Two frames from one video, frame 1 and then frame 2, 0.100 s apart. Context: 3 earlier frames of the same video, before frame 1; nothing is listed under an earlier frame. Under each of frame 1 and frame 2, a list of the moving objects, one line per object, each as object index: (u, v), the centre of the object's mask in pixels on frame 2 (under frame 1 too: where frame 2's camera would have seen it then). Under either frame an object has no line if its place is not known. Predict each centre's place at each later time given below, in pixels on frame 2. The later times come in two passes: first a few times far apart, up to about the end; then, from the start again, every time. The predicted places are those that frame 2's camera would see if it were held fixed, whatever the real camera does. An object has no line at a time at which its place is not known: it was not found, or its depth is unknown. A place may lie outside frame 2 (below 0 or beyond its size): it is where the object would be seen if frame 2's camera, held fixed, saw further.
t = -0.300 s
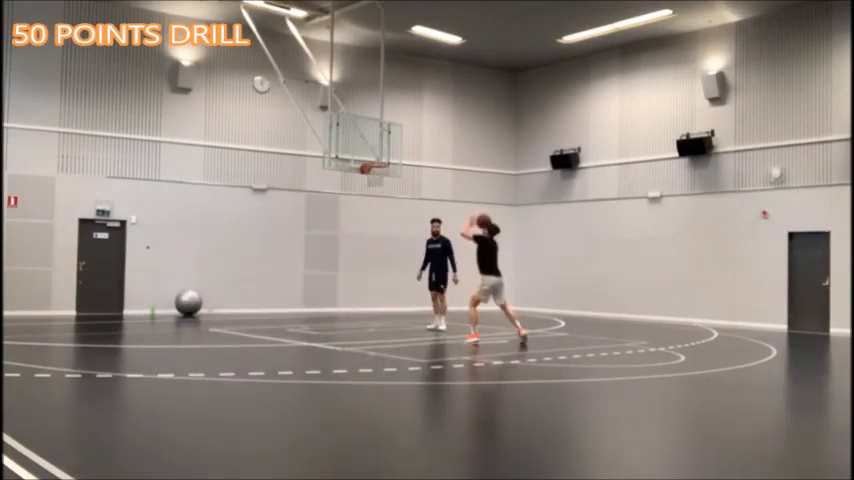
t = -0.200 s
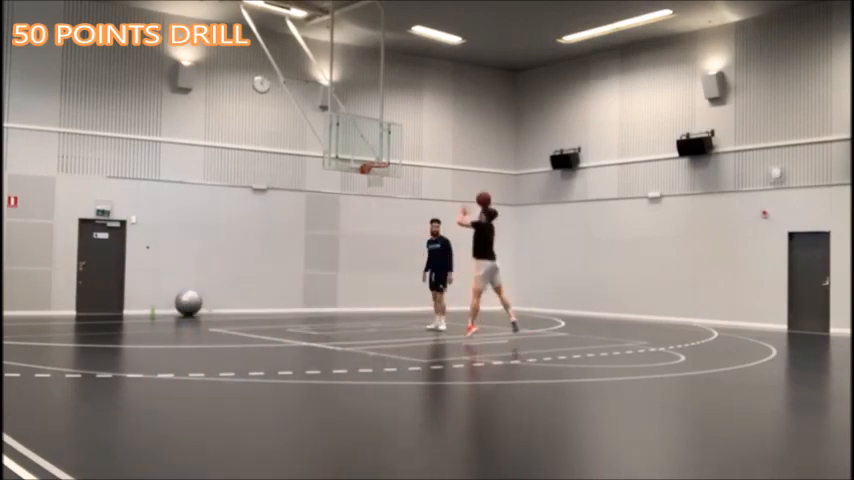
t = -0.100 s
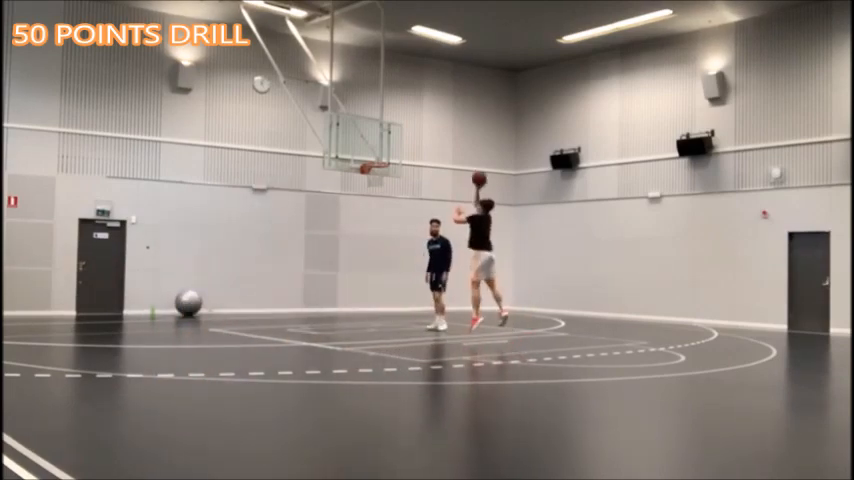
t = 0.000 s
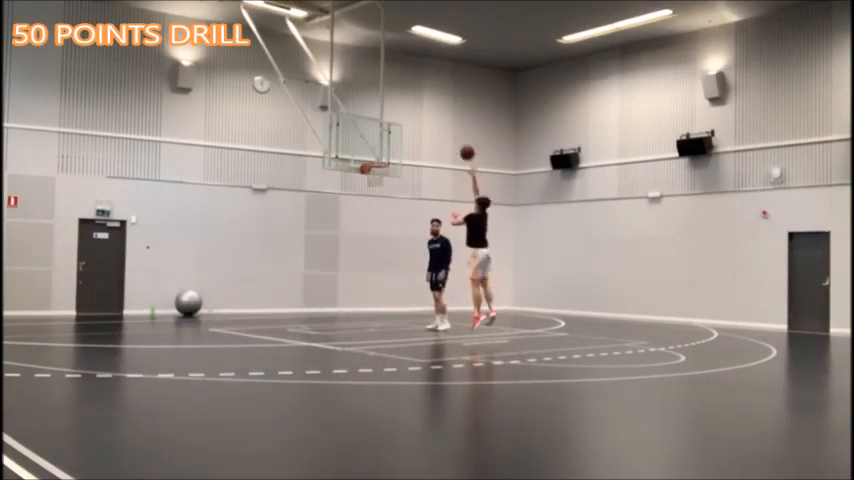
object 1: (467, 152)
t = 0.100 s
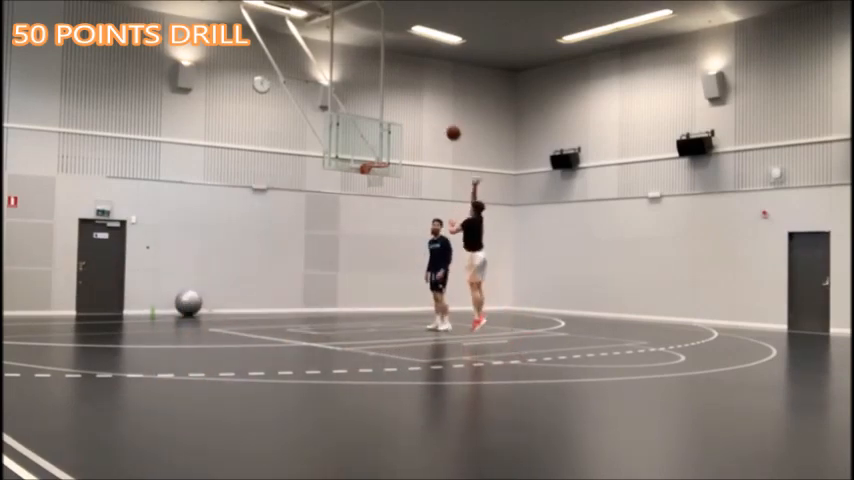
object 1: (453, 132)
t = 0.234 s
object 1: (436, 117)
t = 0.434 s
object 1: (411, 113)
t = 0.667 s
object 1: (385, 136)
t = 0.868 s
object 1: (379, 161)
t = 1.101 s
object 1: (362, 149)
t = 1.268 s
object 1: (365, 157)
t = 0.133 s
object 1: (449, 127)
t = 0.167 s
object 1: (444, 123)
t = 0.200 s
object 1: (440, 120)
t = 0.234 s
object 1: (436, 117)
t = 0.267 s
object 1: (432, 114)
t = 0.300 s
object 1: (427, 113)
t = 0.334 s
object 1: (423, 112)
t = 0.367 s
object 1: (419, 112)
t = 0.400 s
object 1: (415, 112)
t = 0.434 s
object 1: (411, 113)
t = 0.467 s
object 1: (407, 115)
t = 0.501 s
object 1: (404, 117)
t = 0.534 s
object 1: (400, 120)
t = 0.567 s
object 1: (396, 123)
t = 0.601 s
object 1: (392, 127)
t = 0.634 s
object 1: (389, 131)
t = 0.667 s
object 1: (385, 136)
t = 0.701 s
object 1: (381, 142)
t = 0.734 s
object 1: (378, 148)
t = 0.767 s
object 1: (375, 154)
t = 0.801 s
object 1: (371, 161)
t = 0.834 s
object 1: (374, 162)
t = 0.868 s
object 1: (379, 161)
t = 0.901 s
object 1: (380, 160)
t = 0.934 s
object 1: (377, 156)
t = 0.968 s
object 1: (374, 153)
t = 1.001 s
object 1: (371, 151)
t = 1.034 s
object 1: (368, 150)
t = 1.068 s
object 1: (365, 149)
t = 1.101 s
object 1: (362, 149)
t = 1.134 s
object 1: (362, 149)
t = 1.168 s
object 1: (362, 151)
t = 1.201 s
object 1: (364, 152)
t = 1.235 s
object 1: (364, 155)
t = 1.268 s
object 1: (365, 157)
